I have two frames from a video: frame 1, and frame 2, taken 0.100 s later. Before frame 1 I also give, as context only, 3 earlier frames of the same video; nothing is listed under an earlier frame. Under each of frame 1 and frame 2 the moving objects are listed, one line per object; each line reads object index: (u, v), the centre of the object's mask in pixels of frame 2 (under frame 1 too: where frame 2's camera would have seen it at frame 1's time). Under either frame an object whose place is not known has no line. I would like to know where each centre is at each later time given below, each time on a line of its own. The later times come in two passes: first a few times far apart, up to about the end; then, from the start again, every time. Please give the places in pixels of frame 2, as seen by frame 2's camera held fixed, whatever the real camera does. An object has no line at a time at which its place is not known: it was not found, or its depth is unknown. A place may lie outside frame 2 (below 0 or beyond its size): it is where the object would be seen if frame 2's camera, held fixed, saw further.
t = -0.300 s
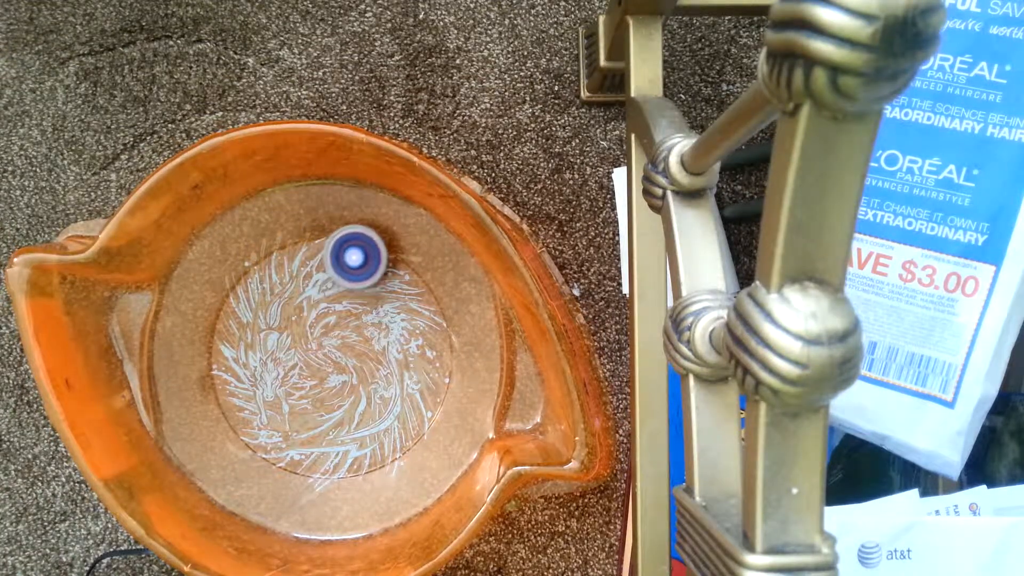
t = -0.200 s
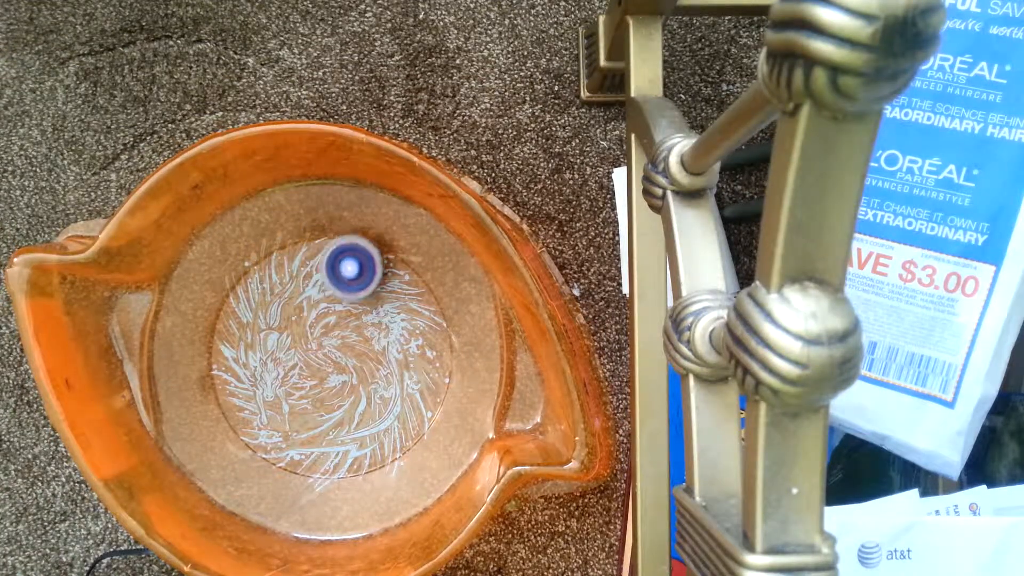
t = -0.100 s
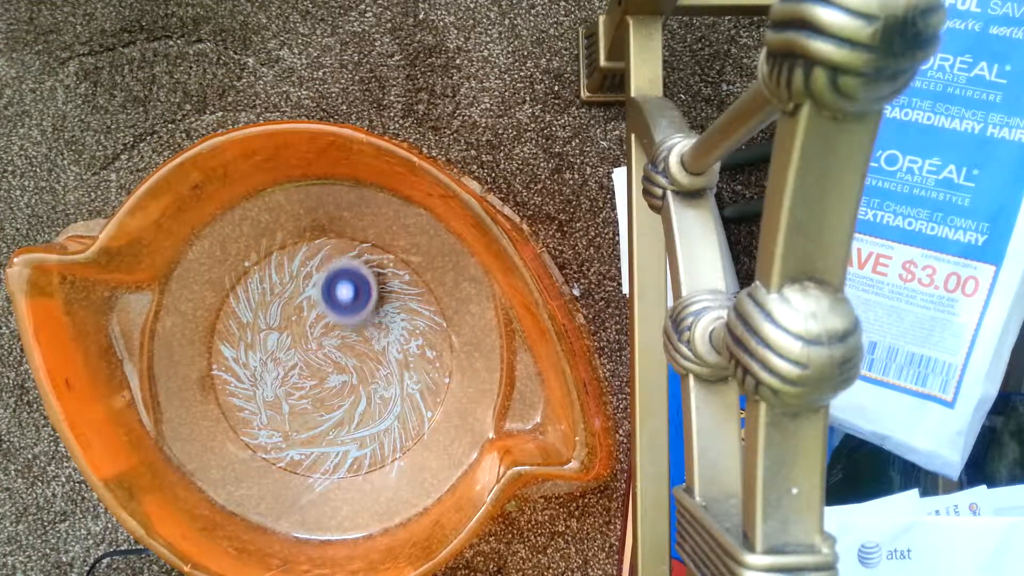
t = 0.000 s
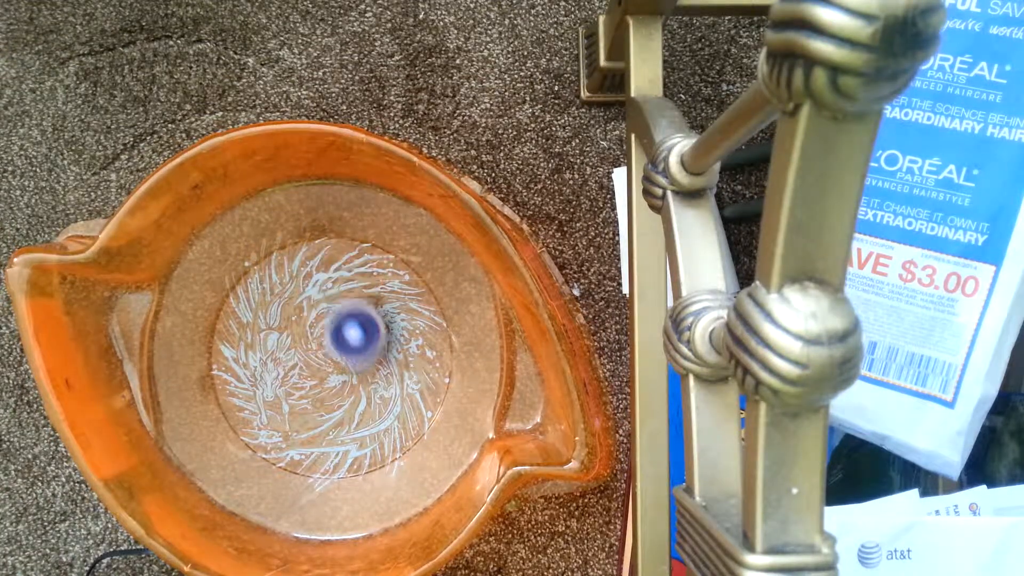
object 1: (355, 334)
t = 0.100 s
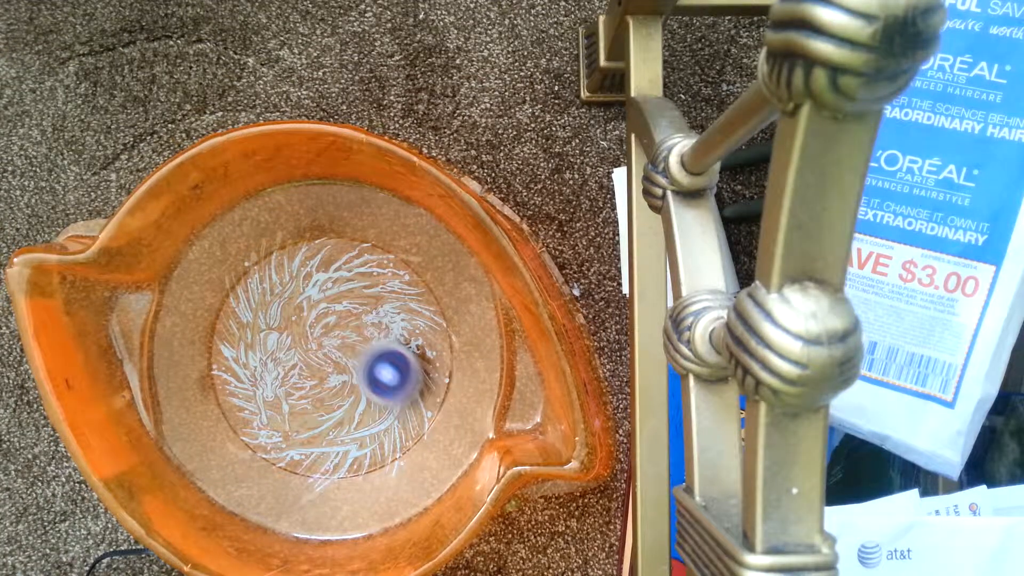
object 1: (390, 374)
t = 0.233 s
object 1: (441, 381)
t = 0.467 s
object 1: (402, 294)
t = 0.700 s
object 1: (268, 345)
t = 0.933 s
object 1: (307, 497)
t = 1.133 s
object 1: (446, 444)
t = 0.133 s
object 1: (405, 381)
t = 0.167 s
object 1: (418, 385)
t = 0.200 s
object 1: (430, 385)
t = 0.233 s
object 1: (441, 381)
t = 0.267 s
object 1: (442, 373)
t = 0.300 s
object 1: (440, 362)
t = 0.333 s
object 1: (436, 352)
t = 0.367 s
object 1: (433, 338)
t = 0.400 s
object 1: (428, 322)
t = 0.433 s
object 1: (416, 307)
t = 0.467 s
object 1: (402, 294)
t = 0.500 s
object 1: (385, 285)
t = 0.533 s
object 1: (365, 280)
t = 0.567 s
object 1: (343, 284)
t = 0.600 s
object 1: (321, 290)
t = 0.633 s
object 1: (301, 304)
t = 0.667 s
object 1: (284, 322)
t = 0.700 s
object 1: (268, 345)
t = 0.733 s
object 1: (257, 369)
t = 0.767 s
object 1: (250, 399)
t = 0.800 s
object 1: (248, 425)
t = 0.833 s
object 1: (252, 450)
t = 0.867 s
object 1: (266, 470)
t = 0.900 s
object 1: (282, 483)
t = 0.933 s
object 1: (307, 497)
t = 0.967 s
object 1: (332, 505)
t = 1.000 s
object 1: (357, 507)
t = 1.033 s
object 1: (388, 504)
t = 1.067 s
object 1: (409, 495)
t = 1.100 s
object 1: (429, 471)
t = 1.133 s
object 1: (446, 444)
